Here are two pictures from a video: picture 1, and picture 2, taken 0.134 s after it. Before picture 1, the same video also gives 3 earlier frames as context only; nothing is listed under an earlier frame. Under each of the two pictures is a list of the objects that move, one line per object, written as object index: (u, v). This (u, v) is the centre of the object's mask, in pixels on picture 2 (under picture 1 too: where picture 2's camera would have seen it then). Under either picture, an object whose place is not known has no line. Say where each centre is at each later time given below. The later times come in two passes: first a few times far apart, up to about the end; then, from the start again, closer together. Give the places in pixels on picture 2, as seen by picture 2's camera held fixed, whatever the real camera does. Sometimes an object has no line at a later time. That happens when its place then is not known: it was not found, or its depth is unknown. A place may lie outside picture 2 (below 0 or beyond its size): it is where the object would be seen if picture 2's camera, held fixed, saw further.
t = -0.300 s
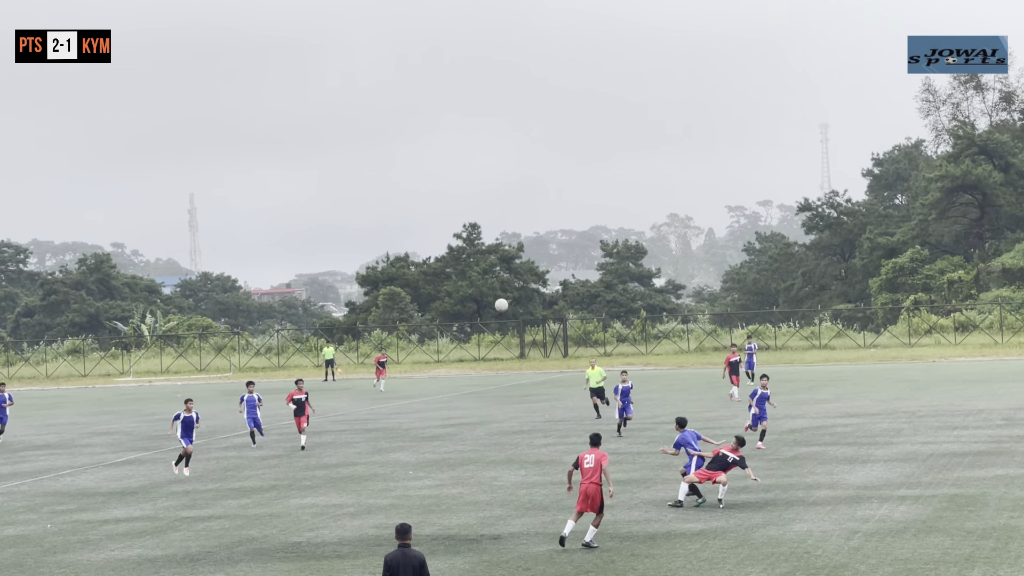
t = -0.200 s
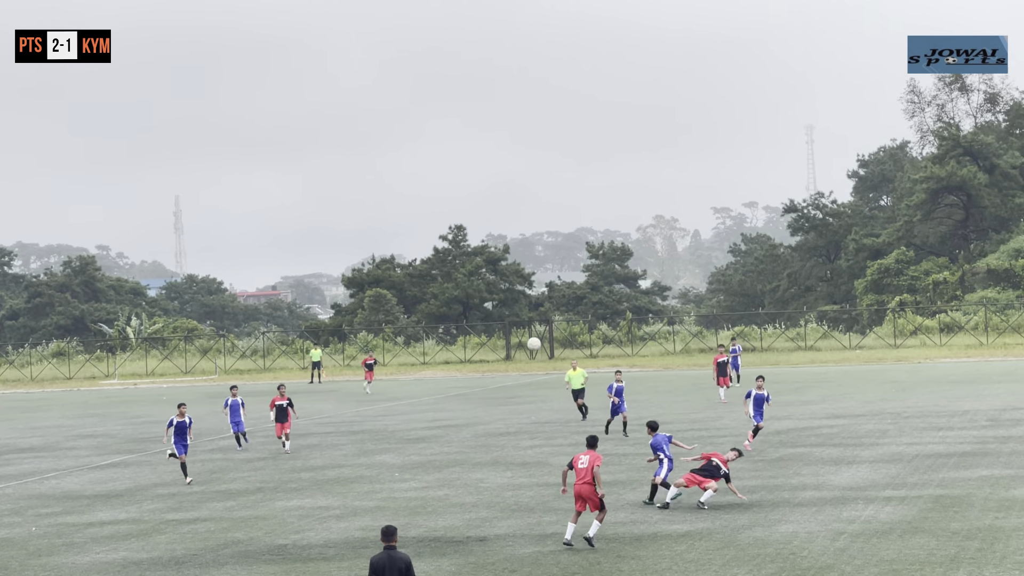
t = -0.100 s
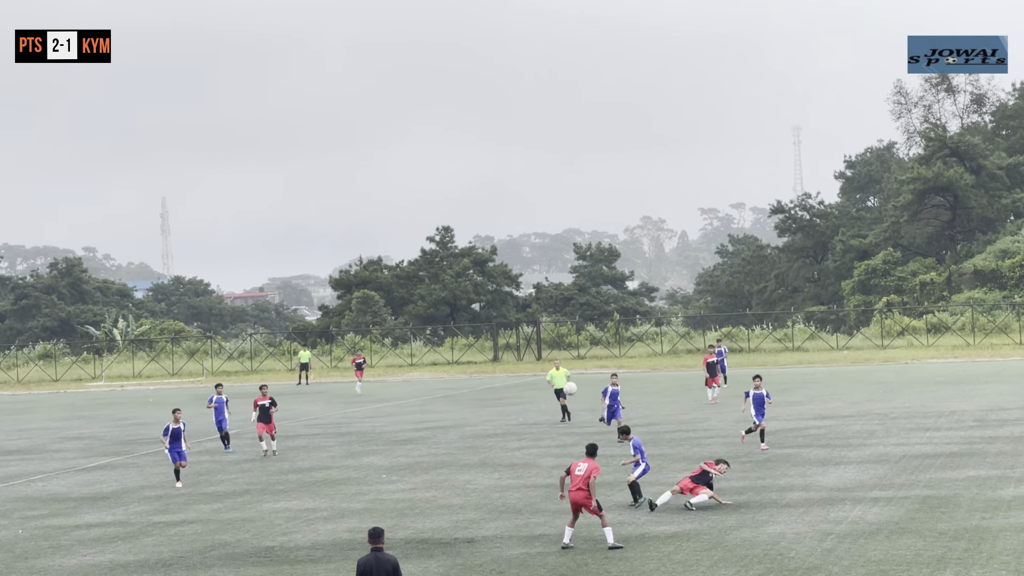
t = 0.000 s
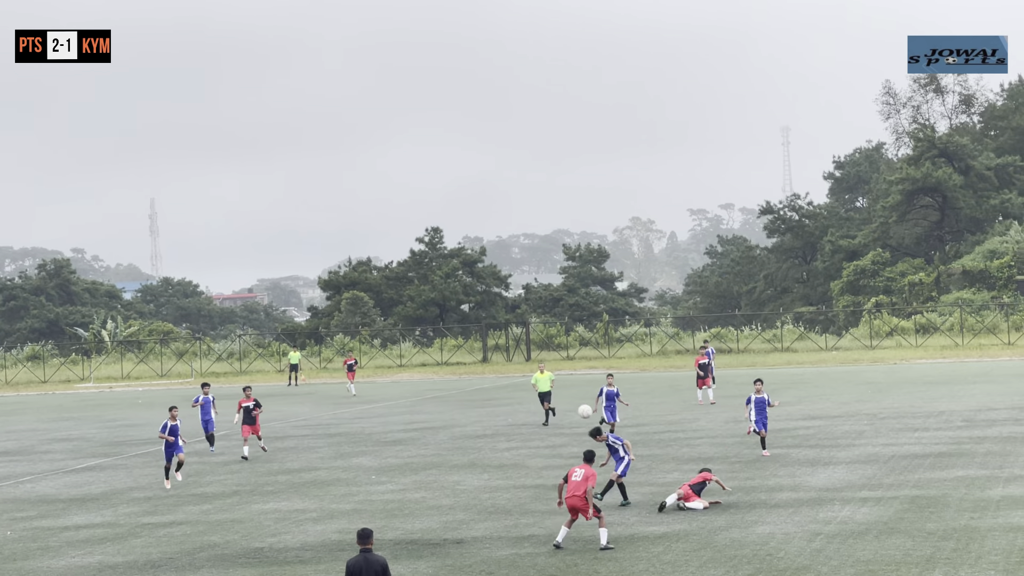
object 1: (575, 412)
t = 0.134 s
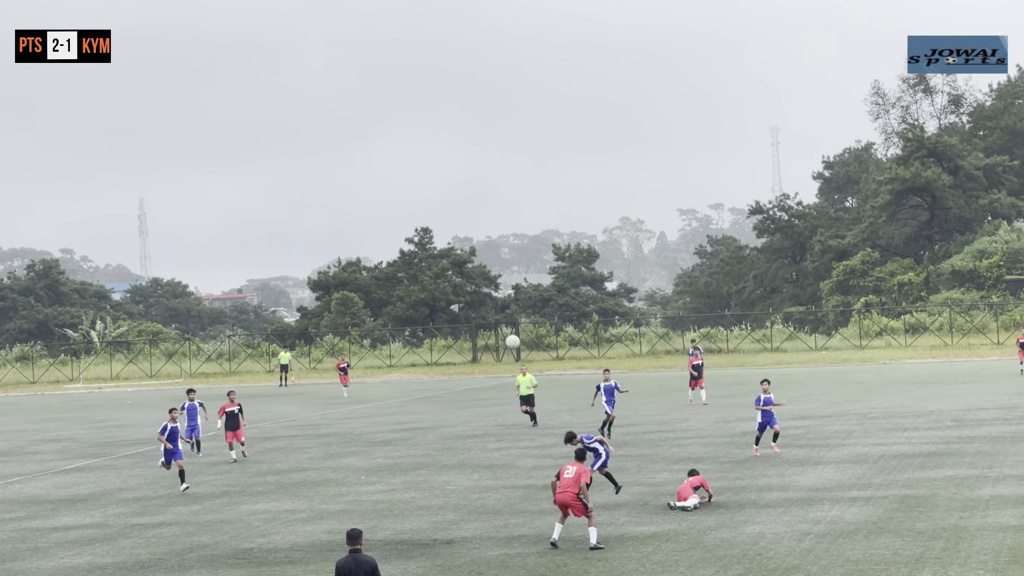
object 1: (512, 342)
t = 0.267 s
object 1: (452, 283)
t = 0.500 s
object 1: (352, 208)
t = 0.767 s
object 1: (238, 157)
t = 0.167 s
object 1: (497, 326)
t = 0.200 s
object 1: (482, 311)
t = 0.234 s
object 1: (467, 297)
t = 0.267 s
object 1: (452, 283)
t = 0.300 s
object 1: (438, 270)
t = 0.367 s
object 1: (408, 247)
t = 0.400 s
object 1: (394, 237)
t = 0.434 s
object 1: (380, 226)
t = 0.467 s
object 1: (365, 217)
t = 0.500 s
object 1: (352, 208)
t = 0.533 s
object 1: (337, 200)
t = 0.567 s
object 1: (323, 192)
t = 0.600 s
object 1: (309, 184)
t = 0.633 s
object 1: (295, 178)
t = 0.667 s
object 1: (281, 172)
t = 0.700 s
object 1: (267, 167)
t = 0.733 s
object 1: (253, 162)
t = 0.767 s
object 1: (238, 157)
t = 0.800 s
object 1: (224, 153)
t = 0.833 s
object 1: (210, 151)
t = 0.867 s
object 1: (195, 148)
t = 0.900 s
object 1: (181, 147)
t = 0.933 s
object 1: (166, 145)
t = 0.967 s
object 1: (152, 144)
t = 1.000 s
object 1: (137, 144)
